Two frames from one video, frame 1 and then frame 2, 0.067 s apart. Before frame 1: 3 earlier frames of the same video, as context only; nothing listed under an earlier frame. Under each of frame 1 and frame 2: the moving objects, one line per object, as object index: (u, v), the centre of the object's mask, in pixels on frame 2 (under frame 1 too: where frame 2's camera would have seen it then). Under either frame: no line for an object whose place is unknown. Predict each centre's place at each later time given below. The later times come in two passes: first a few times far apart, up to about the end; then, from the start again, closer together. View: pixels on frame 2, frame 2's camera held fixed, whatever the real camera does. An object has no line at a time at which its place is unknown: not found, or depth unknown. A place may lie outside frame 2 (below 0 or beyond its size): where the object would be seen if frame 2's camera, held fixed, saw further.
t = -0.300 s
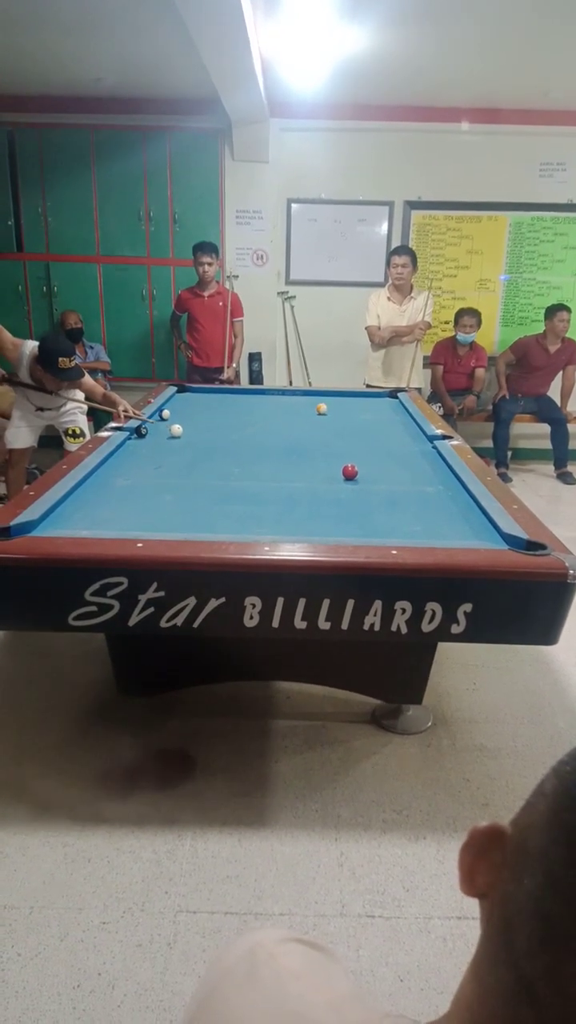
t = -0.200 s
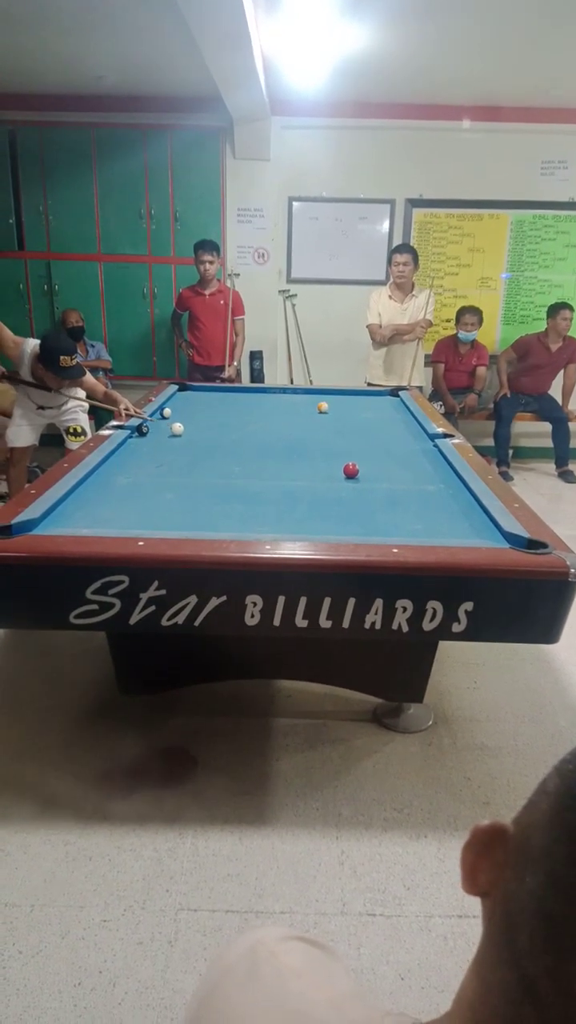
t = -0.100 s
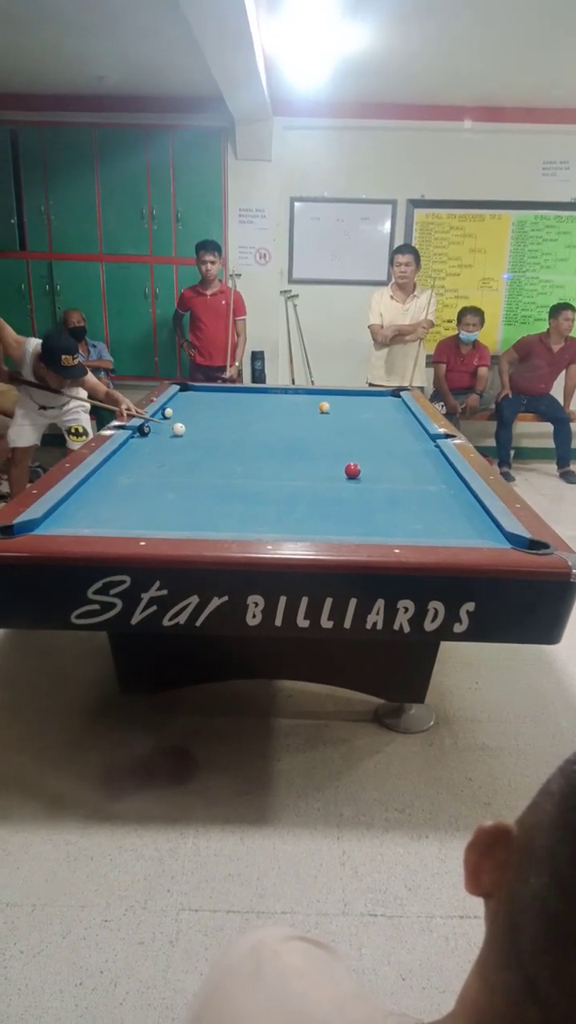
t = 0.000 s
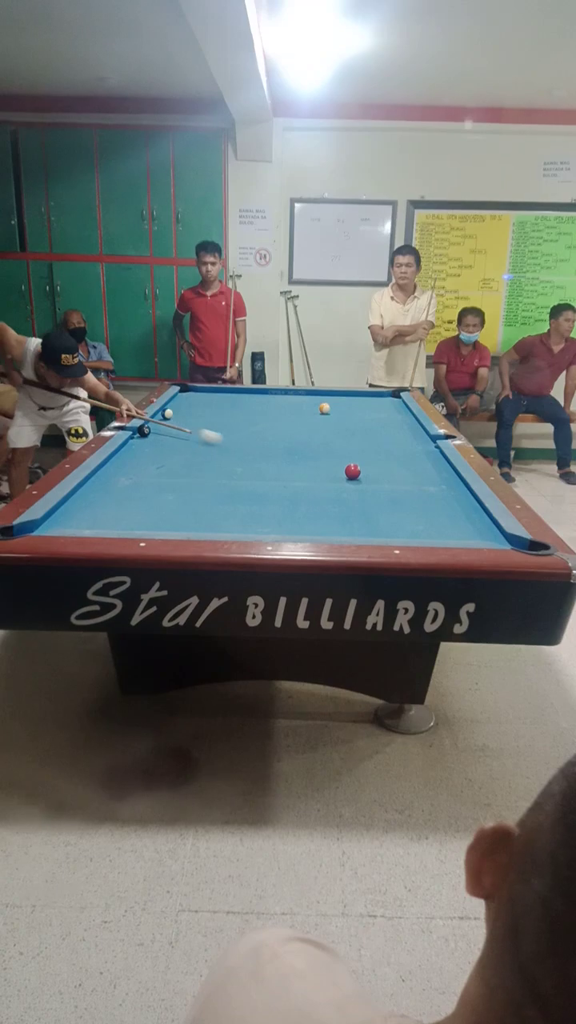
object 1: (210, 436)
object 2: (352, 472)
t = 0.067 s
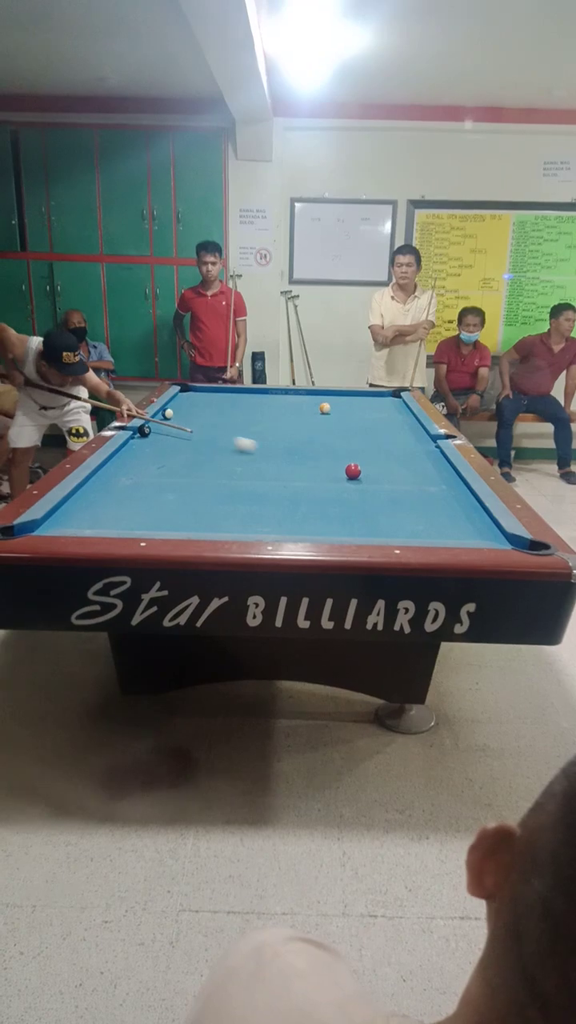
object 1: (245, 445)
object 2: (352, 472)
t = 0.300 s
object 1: (362, 466)
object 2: (371, 480)
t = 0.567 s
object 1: (443, 467)
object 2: (464, 526)
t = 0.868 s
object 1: (382, 464)
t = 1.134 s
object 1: (336, 461)
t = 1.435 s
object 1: (287, 457)
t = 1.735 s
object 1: (241, 454)
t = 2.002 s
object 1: (204, 452)
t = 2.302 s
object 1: (164, 449)
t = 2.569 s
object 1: (131, 447)
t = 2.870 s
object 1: (142, 446)
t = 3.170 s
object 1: (159, 447)
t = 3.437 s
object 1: (172, 447)
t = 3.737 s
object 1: (184, 447)
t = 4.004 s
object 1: (194, 447)
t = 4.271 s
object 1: (201, 446)
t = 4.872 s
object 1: (210, 447)
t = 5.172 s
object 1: (212, 447)
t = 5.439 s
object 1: (213, 447)
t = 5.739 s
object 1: (213, 447)
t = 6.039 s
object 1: (213, 447)
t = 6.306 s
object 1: (213, 447)
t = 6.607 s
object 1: (213, 447)
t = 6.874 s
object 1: (212, 447)
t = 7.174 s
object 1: (213, 447)
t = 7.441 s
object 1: (213, 447)
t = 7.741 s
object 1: (213, 447)
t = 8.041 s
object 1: (213, 447)
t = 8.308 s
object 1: (212, 447)
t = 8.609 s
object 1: (212, 447)
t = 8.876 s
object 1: (212, 447)
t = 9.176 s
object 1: (213, 447)
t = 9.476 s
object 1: (213, 447)
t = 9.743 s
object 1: (213, 447)
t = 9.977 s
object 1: (212, 447)
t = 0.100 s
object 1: (262, 448)
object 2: (352, 472)
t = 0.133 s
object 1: (280, 452)
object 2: (352, 472)
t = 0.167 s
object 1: (298, 456)
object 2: (352, 472)
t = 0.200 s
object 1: (318, 461)
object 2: (352, 472)
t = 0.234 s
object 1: (336, 464)
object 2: (353, 472)
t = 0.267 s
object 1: (351, 466)
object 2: (360, 476)
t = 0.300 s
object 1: (362, 466)
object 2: (371, 480)
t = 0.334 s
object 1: (372, 466)
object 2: (382, 486)
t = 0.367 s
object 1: (383, 466)
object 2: (394, 492)
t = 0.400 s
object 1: (395, 465)
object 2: (406, 497)
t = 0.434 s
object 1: (406, 466)
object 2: (418, 503)
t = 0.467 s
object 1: (418, 466)
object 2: (430, 509)
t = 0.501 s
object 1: (430, 466)
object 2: (441, 514)
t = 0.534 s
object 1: (443, 467)
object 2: (452, 520)
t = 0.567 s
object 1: (443, 467)
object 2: (464, 526)
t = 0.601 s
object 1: (435, 467)
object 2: (477, 532)
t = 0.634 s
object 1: (427, 466)
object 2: (490, 535)
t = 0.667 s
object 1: (420, 466)
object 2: (506, 541)
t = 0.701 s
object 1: (413, 465)
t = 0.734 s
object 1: (407, 465)
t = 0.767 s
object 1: (401, 464)
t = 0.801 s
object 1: (395, 464)
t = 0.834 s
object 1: (389, 464)
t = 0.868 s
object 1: (382, 464)
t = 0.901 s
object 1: (376, 463)
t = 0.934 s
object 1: (371, 463)
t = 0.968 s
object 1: (365, 462)
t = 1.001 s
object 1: (359, 462)
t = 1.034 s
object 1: (353, 462)
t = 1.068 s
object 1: (347, 461)
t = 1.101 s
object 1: (341, 461)
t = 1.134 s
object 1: (336, 461)
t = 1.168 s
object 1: (330, 460)
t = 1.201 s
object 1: (324, 460)
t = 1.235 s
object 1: (319, 459)
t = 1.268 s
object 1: (313, 459)
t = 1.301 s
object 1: (308, 459)
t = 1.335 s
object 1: (303, 458)
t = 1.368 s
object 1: (297, 458)
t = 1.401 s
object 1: (292, 458)
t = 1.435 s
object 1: (287, 457)
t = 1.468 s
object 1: (282, 457)
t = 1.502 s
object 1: (276, 457)
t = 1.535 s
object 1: (271, 456)
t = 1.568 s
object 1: (266, 456)
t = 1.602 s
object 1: (261, 456)
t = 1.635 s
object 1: (256, 455)
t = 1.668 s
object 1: (251, 455)
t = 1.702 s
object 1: (246, 455)
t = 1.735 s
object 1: (241, 454)
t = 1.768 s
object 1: (236, 454)
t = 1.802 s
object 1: (232, 454)
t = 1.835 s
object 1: (227, 453)
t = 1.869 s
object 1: (222, 453)
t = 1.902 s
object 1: (217, 453)
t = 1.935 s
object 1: (213, 452)
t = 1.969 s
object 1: (208, 452)
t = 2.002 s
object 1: (204, 452)
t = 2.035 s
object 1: (199, 452)
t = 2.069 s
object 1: (194, 451)
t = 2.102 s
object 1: (190, 451)
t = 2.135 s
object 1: (186, 451)
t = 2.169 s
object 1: (180, 451)
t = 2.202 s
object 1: (176, 450)
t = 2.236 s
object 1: (173, 450)
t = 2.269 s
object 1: (168, 449)
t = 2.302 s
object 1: (164, 449)
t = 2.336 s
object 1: (160, 449)
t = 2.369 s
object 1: (155, 449)
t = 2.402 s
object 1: (152, 449)
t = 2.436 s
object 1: (147, 448)
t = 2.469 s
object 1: (143, 448)
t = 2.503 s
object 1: (139, 447)
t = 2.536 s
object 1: (135, 447)
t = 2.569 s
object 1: (131, 447)
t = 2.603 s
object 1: (128, 446)
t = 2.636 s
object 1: (128, 446)
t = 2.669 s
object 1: (130, 446)
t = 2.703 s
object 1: (132, 446)
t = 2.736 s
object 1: (134, 446)
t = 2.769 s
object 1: (136, 446)
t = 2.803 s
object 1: (138, 446)
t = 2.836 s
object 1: (140, 446)
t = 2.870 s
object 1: (142, 446)
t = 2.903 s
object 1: (144, 446)
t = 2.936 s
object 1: (147, 446)
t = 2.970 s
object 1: (148, 446)
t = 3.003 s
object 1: (150, 446)
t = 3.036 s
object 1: (152, 446)
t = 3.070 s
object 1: (154, 446)
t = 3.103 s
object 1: (156, 447)
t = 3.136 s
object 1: (157, 447)
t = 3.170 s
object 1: (159, 447)
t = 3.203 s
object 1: (161, 447)
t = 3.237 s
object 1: (163, 447)
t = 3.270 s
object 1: (164, 447)
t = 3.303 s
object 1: (166, 447)
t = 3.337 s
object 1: (168, 447)
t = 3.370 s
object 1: (169, 447)
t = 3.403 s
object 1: (171, 447)
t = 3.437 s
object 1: (172, 447)
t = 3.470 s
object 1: (173, 447)
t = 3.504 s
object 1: (175, 446)
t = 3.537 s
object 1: (177, 447)
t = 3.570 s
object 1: (178, 447)
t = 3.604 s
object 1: (179, 447)
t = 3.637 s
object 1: (180, 447)
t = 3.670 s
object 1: (182, 447)
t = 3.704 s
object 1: (183, 447)
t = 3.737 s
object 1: (184, 447)
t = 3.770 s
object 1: (186, 447)
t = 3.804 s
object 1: (187, 447)
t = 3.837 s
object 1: (188, 447)
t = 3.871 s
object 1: (189, 447)
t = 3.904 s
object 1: (190, 447)
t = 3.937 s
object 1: (191, 447)
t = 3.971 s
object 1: (193, 447)
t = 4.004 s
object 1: (194, 447)
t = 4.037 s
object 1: (195, 447)
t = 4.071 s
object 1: (196, 447)
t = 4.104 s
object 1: (197, 447)
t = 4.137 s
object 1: (197, 447)
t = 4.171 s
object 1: (198, 447)
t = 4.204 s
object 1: (199, 447)
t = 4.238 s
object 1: (200, 447)
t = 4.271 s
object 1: (201, 446)
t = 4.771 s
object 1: (210, 447)
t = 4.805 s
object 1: (210, 447)
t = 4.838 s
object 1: (210, 447)
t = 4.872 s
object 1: (210, 447)
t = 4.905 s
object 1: (211, 447)
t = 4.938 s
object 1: (212, 447)
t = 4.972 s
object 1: (212, 447)
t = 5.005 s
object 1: (212, 447)
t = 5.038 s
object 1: (212, 447)
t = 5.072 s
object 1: (212, 447)
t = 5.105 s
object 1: (212, 447)
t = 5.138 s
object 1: (212, 447)
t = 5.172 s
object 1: (212, 447)
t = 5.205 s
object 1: (213, 447)
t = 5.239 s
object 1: (213, 447)
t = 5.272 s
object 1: (213, 447)
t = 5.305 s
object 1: (212, 447)
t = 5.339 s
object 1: (212, 447)
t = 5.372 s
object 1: (212, 447)
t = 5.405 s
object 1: (213, 447)
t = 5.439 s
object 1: (213, 447)
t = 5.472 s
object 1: (213, 447)
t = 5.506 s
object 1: (213, 447)
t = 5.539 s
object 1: (213, 447)
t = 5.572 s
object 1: (213, 447)
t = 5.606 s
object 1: (213, 447)
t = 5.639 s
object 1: (213, 447)
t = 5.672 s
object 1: (213, 447)
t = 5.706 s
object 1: (213, 447)
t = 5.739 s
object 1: (213, 447)
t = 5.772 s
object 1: (213, 447)
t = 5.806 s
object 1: (213, 447)
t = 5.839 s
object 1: (212, 447)
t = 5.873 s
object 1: (213, 447)
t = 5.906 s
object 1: (212, 447)
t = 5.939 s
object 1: (213, 447)
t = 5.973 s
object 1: (212, 447)
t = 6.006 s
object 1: (213, 447)
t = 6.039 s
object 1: (213, 447)
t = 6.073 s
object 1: (213, 447)
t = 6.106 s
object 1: (213, 447)
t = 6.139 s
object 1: (212, 447)
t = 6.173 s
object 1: (212, 447)
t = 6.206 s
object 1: (213, 447)
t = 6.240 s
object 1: (213, 447)
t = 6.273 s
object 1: (213, 447)
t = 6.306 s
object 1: (213, 447)
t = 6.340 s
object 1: (212, 447)
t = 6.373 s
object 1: (213, 447)
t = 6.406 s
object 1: (212, 447)
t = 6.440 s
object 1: (212, 447)
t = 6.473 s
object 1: (213, 447)
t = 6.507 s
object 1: (213, 447)
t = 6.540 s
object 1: (213, 447)
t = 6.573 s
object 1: (212, 447)
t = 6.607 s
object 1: (213, 447)
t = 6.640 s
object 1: (213, 447)
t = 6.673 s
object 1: (212, 447)
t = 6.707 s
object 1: (213, 447)
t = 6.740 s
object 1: (212, 447)
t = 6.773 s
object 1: (212, 447)
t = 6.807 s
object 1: (213, 447)
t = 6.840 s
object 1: (213, 447)
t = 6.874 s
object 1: (212, 447)
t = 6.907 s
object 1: (213, 447)
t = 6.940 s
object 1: (212, 447)
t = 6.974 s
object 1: (213, 447)
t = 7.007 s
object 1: (213, 447)
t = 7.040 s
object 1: (213, 447)
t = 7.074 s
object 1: (213, 447)
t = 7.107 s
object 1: (213, 447)
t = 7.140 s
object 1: (212, 447)
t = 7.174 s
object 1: (213, 447)
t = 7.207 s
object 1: (213, 447)
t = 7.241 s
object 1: (213, 447)
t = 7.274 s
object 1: (213, 447)
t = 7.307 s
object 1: (213, 447)
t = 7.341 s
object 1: (213, 447)
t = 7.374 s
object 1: (212, 447)
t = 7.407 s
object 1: (213, 447)
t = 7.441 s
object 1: (213, 447)
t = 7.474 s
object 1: (213, 447)
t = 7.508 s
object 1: (212, 447)
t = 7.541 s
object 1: (212, 447)
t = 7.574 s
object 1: (213, 447)
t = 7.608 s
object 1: (212, 447)
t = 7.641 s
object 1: (213, 447)
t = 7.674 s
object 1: (213, 447)
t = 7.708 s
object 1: (213, 447)
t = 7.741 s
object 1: (213, 447)
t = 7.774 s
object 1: (213, 447)
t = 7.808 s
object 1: (212, 447)
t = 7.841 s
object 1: (212, 447)
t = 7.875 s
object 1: (212, 447)
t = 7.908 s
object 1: (213, 447)
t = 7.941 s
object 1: (213, 447)
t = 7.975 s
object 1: (213, 447)
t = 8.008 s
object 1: (213, 447)
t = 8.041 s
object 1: (213, 447)
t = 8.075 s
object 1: (213, 447)
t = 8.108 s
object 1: (212, 447)
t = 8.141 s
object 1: (212, 447)
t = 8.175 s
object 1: (212, 447)
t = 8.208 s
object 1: (212, 447)
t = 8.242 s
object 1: (212, 447)
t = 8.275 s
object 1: (212, 447)
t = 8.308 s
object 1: (212, 447)
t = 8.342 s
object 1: (212, 447)
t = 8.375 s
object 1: (212, 447)
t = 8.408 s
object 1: (212, 447)
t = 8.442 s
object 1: (212, 447)
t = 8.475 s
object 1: (212, 447)
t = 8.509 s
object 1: (213, 447)
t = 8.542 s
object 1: (213, 447)
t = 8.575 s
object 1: (212, 447)
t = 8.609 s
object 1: (212, 447)
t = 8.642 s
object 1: (213, 447)
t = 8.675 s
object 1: (213, 447)
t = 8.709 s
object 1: (212, 447)
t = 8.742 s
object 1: (212, 447)
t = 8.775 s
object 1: (213, 447)
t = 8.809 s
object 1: (212, 447)
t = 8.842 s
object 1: (213, 447)
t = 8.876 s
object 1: (212, 447)
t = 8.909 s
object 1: (212, 447)
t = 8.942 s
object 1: (212, 447)
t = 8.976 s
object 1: (212, 447)
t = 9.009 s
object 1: (213, 447)
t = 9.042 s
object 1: (212, 447)
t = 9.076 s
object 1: (212, 447)
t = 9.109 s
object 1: (212, 447)
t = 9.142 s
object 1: (213, 447)
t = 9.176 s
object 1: (213, 447)
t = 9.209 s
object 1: (213, 447)
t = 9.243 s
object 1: (213, 447)
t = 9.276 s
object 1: (213, 447)
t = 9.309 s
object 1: (213, 447)
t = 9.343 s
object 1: (213, 447)
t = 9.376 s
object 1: (213, 447)
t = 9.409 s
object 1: (212, 447)
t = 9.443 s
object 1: (213, 447)
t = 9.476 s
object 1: (213, 447)
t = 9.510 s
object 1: (212, 447)
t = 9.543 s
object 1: (213, 447)
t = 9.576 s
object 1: (212, 447)
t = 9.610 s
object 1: (212, 447)
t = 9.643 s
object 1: (212, 447)
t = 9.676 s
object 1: (212, 447)
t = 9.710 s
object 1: (213, 447)
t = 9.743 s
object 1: (213, 447)
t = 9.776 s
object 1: (213, 447)
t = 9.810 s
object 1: (213, 447)
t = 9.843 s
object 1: (213, 447)
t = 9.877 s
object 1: (213, 447)
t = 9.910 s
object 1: (213, 447)
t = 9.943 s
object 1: (212, 447)
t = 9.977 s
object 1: (212, 447)
